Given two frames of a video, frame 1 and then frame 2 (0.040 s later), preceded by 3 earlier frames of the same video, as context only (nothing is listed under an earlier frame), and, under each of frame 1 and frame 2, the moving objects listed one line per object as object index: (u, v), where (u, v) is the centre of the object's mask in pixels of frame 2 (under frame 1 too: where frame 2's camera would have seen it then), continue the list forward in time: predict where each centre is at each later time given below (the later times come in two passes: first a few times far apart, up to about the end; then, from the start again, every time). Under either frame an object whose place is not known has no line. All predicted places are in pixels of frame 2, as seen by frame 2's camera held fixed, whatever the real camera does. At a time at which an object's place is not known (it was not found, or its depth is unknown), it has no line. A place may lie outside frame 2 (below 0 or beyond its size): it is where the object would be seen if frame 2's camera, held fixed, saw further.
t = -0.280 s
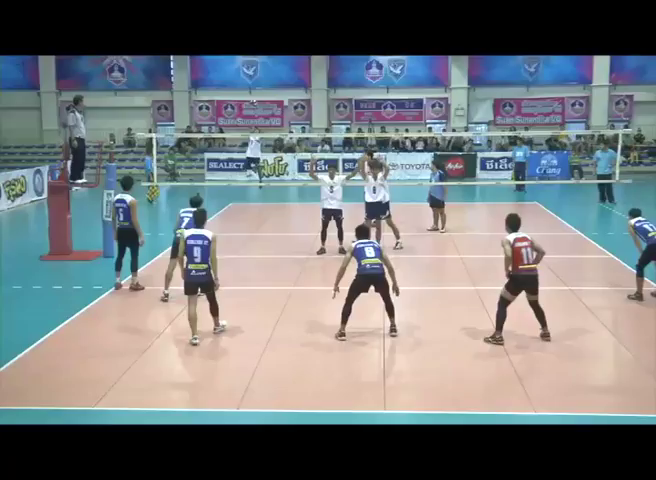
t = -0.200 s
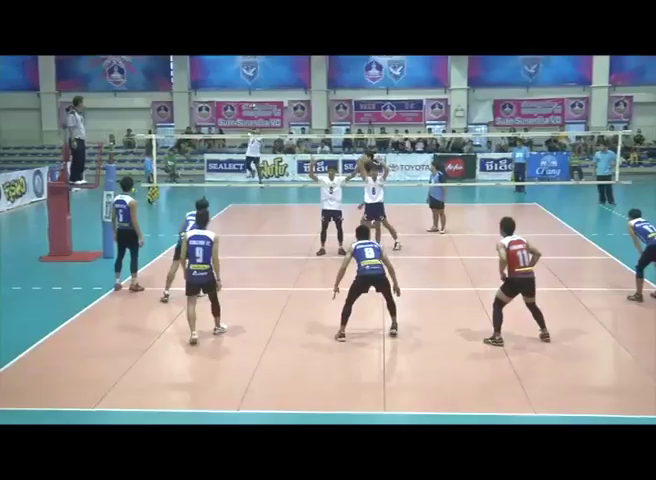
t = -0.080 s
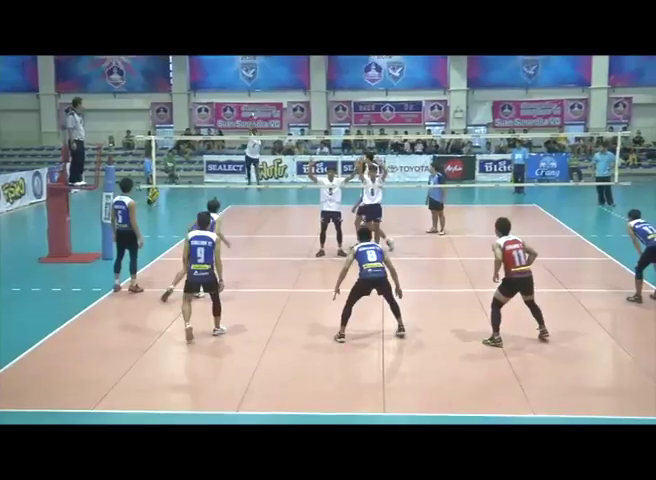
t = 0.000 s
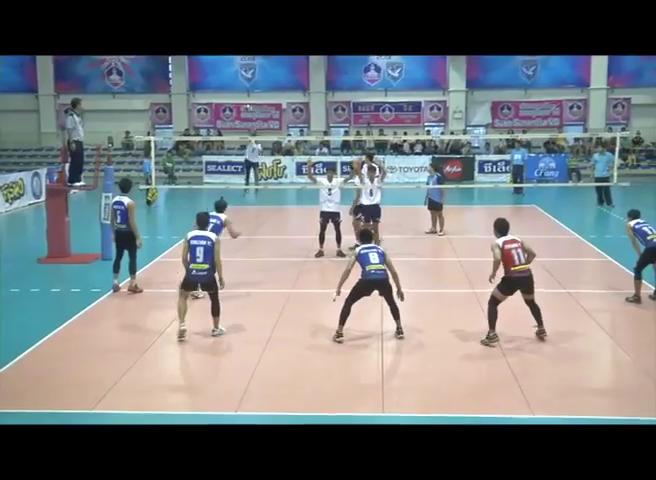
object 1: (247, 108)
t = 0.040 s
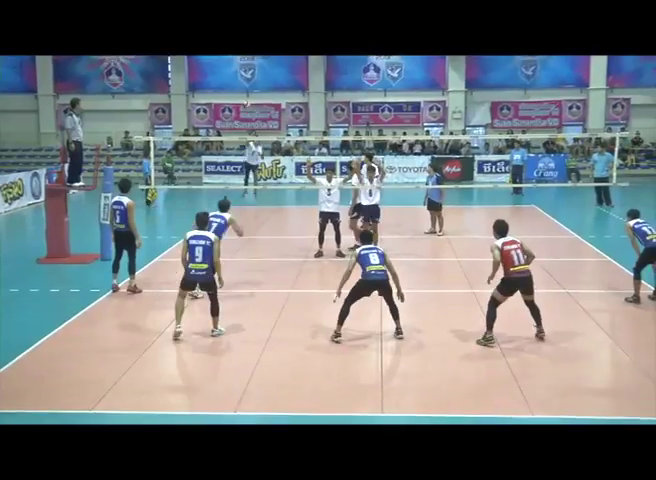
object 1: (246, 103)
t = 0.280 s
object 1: (240, 92)
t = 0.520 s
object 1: (218, 100)
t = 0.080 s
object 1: (244, 99)
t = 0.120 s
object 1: (243, 97)
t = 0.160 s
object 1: (242, 95)
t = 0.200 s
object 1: (242, 94)
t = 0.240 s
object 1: (241, 93)
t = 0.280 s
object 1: (240, 92)
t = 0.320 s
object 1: (236, 91)
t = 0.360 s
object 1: (233, 91)
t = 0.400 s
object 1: (229, 93)
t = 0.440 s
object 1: (226, 95)
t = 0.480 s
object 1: (222, 98)
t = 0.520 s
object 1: (218, 100)
